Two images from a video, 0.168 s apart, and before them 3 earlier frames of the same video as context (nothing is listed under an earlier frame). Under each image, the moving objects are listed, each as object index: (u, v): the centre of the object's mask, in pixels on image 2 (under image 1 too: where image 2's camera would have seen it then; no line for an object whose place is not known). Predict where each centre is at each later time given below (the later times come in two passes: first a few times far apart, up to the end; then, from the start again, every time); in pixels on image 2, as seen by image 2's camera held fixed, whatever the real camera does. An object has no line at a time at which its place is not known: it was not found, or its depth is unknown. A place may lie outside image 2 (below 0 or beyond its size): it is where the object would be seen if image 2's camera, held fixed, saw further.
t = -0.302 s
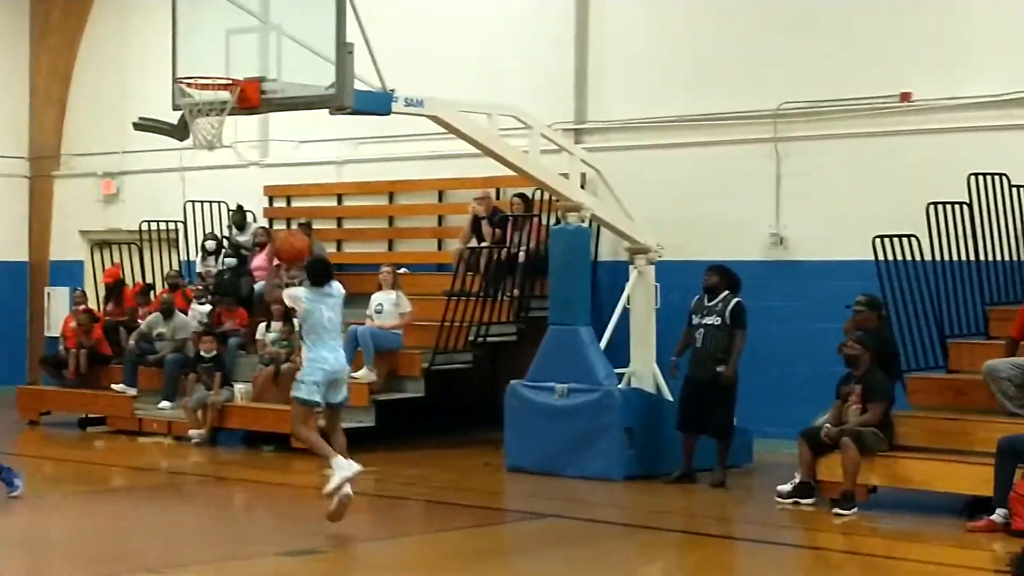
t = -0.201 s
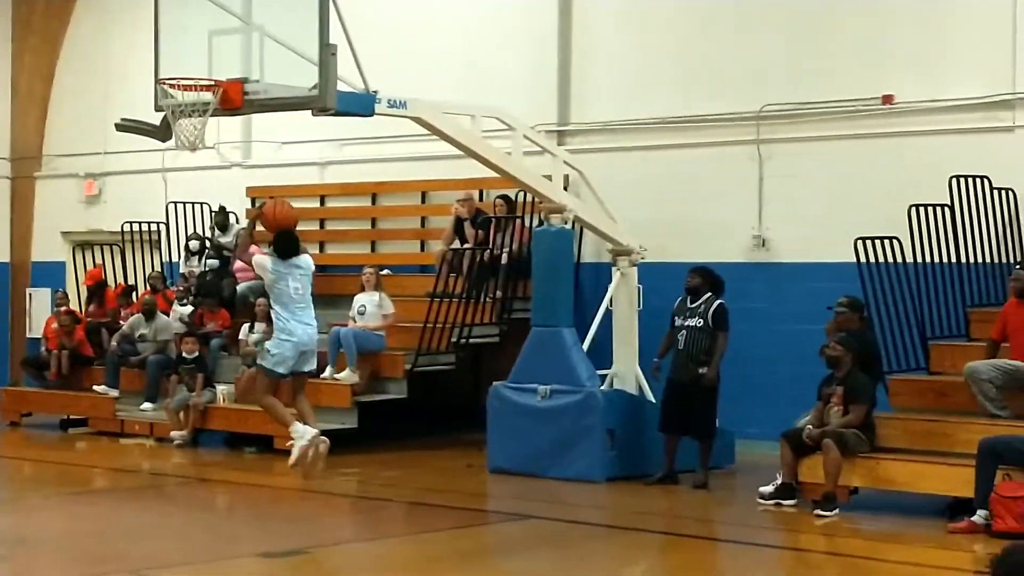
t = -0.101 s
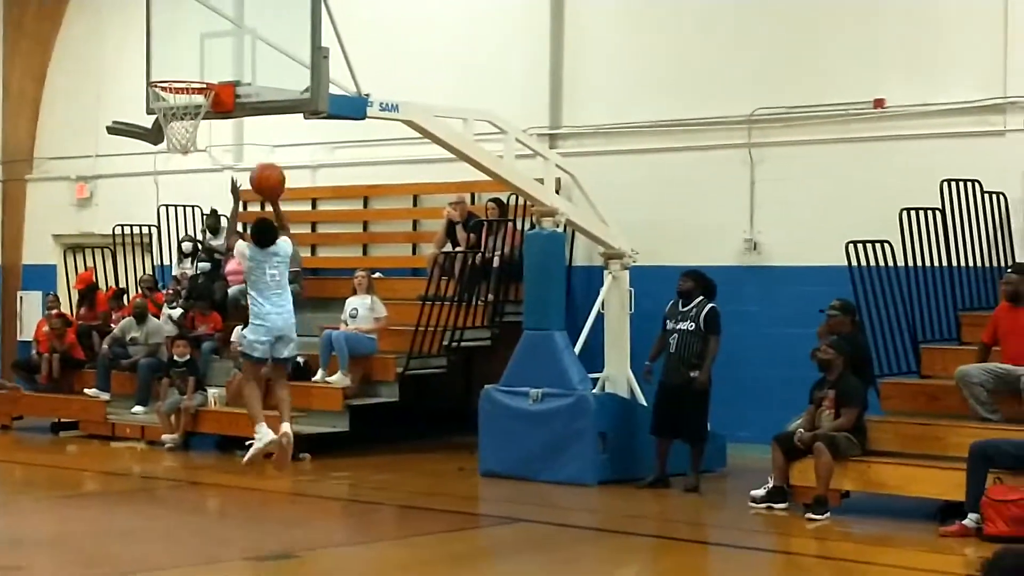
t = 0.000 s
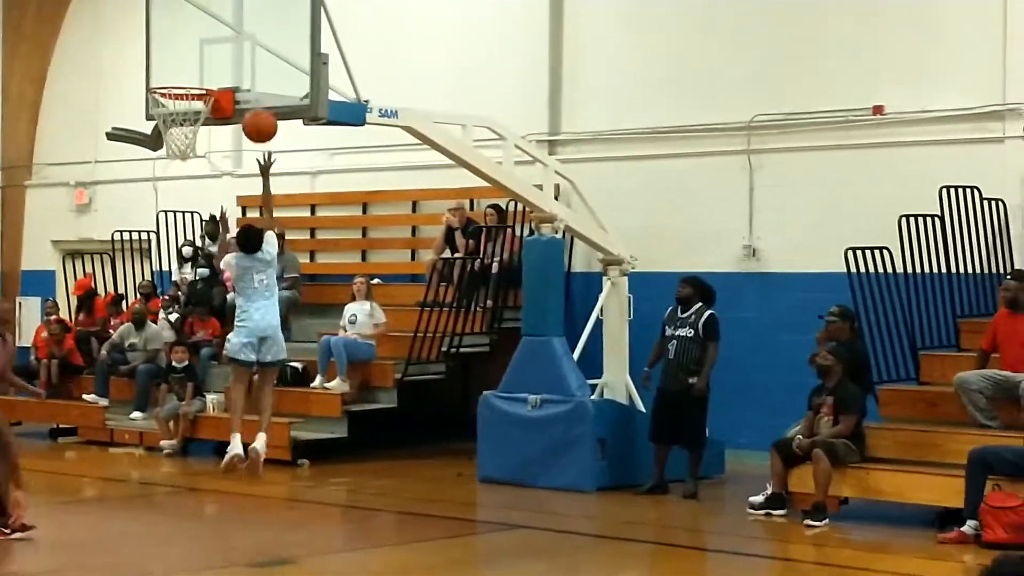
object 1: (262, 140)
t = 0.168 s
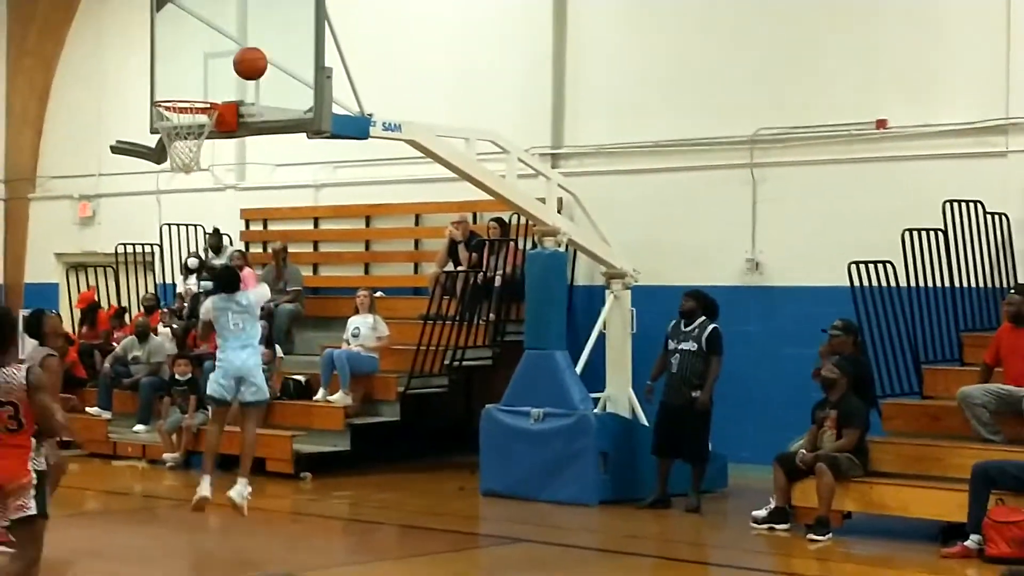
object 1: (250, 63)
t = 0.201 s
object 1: (243, 57)
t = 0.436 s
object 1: (195, 55)
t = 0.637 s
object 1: (191, 93)
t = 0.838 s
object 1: (176, 98)
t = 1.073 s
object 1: (190, 114)
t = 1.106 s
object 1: (191, 120)
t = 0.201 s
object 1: (243, 57)
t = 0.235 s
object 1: (237, 52)
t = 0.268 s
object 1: (230, 49)
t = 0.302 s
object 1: (223, 47)
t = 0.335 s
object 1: (216, 47)
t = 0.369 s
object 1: (209, 48)
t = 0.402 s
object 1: (202, 51)
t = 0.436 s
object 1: (195, 55)
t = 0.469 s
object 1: (188, 62)
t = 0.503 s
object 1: (180, 69)
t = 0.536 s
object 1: (174, 79)
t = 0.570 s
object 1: (167, 90)
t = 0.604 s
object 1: (180, 95)
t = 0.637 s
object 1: (191, 93)
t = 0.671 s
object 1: (201, 101)
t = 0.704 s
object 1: (194, 100)
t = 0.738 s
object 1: (186, 99)
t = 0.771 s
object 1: (177, 100)
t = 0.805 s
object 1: (173, 100)
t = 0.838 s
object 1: (176, 98)
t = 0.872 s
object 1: (178, 97)
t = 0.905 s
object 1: (181, 97)
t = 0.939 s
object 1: (184, 99)
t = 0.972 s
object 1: (186, 101)
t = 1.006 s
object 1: (188, 104)
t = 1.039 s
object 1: (189, 108)
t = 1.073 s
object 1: (190, 114)
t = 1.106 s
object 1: (191, 120)
